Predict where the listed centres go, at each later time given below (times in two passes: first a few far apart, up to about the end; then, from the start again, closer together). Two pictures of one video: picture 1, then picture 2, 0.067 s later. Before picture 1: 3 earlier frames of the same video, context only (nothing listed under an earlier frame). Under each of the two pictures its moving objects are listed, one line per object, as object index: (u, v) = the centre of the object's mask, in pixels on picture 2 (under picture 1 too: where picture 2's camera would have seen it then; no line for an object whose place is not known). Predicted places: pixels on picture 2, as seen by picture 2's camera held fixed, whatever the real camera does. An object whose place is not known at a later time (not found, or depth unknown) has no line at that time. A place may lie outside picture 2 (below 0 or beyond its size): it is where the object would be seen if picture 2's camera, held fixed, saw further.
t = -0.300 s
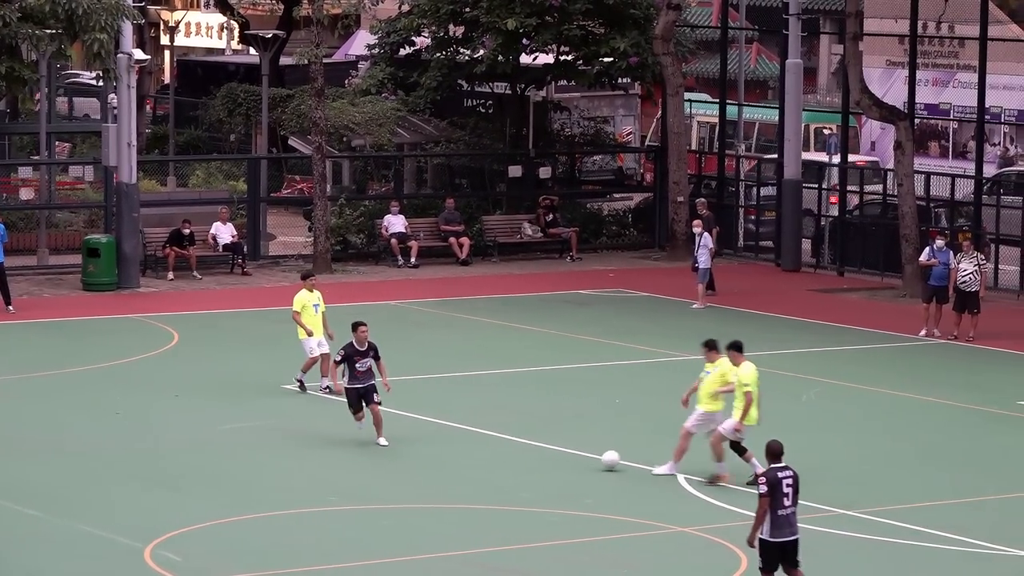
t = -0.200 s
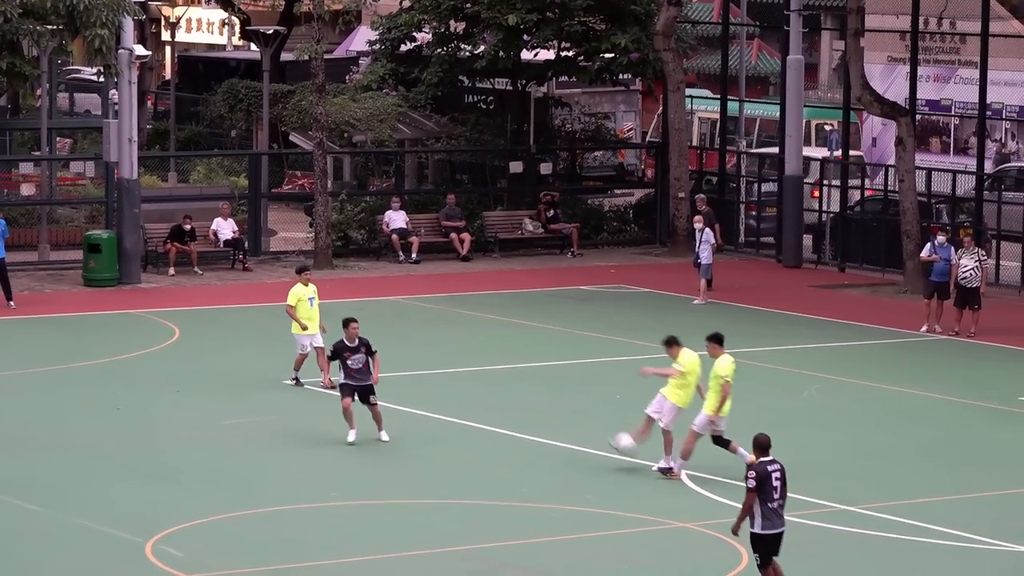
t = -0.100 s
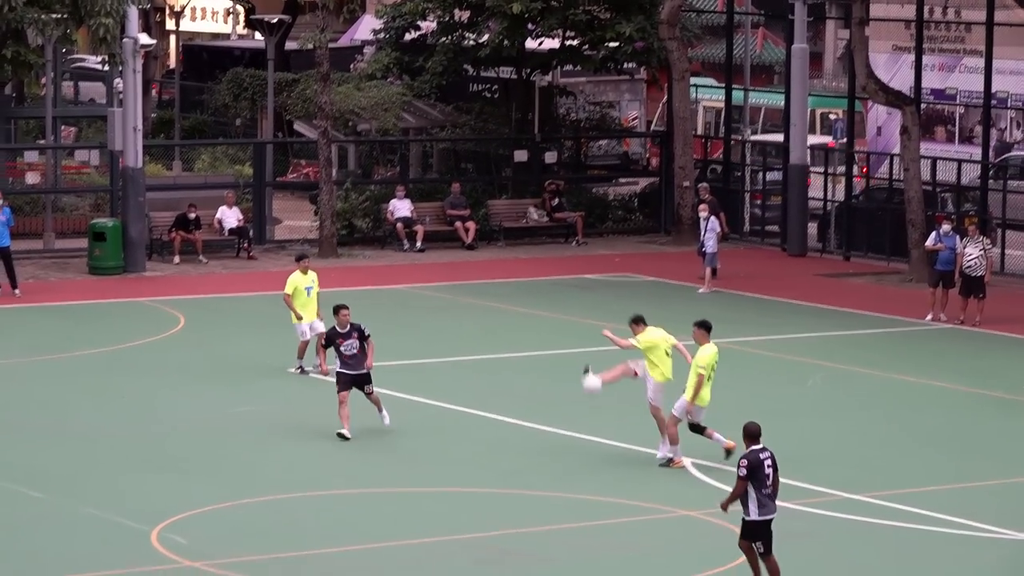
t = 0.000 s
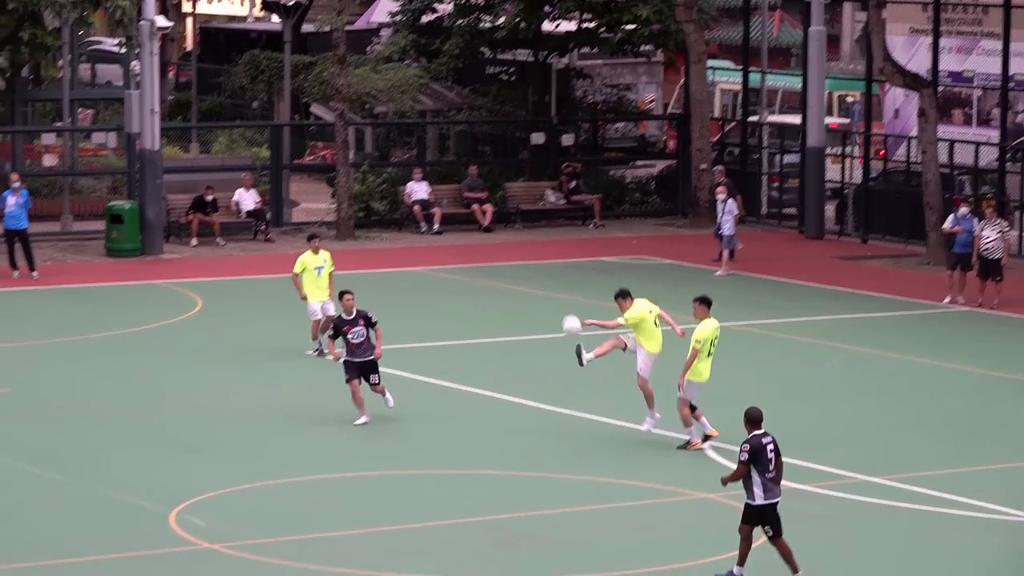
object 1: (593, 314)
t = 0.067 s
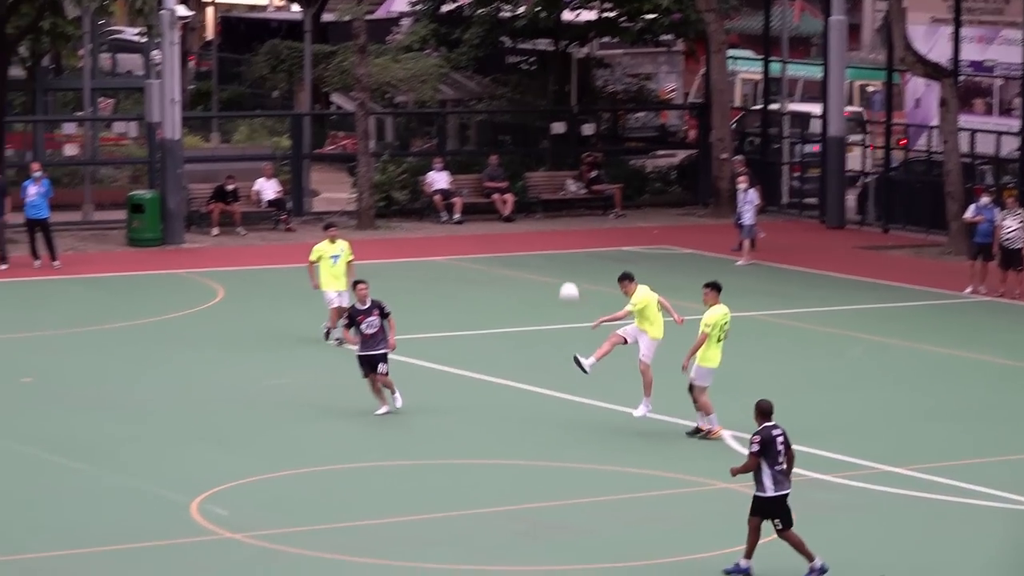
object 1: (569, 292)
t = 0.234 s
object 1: (514, 252)
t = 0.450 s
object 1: (450, 239)
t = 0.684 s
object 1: (390, 280)
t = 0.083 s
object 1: (563, 286)
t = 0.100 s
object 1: (558, 282)
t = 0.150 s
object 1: (541, 268)
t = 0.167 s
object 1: (535, 264)
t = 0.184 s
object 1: (529, 261)
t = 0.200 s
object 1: (524, 257)
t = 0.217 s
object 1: (518, 254)
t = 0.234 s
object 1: (514, 252)
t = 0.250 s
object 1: (508, 248)
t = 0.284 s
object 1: (498, 244)
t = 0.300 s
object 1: (493, 243)
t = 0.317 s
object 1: (488, 242)
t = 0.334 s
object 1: (483, 240)
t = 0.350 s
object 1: (478, 239)
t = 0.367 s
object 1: (473, 238)
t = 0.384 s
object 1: (469, 238)
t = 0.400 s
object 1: (464, 238)
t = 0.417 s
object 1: (459, 238)
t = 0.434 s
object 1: (455, 238)
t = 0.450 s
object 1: (450, 239)
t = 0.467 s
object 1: (446, 240)
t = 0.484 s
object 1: (441, 241)
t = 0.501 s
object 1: (436, 242)
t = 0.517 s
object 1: (432, 244)
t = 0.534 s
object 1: (428, 246)
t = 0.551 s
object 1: (423, 249)
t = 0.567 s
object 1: (420, 251)
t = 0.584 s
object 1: (415, 253)
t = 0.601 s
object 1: (411, 257)
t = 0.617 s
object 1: (407, 261)
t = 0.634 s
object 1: (402, 265)
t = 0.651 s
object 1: (399, 270)
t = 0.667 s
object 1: (395, 275)
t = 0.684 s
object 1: (390, 280)
